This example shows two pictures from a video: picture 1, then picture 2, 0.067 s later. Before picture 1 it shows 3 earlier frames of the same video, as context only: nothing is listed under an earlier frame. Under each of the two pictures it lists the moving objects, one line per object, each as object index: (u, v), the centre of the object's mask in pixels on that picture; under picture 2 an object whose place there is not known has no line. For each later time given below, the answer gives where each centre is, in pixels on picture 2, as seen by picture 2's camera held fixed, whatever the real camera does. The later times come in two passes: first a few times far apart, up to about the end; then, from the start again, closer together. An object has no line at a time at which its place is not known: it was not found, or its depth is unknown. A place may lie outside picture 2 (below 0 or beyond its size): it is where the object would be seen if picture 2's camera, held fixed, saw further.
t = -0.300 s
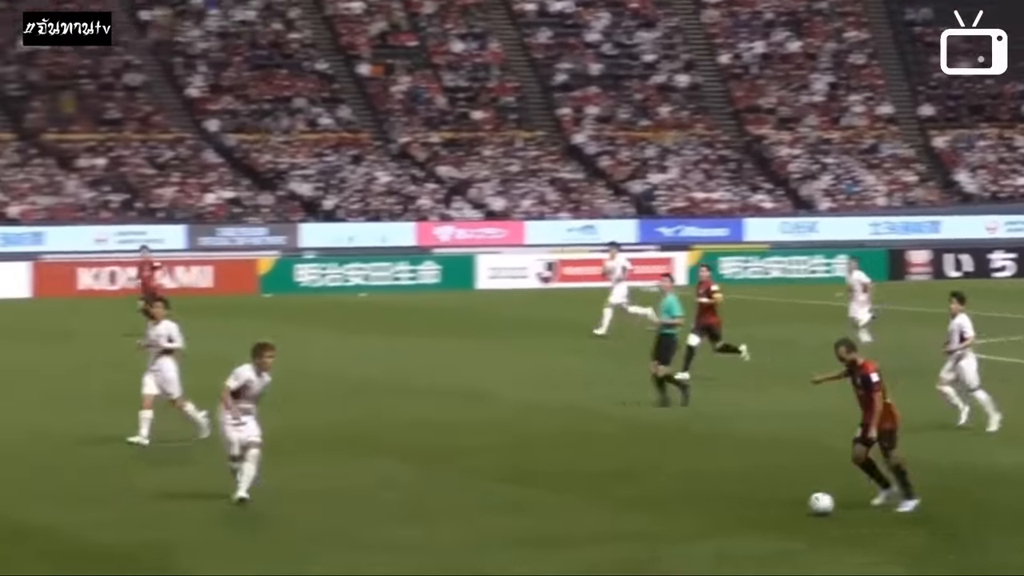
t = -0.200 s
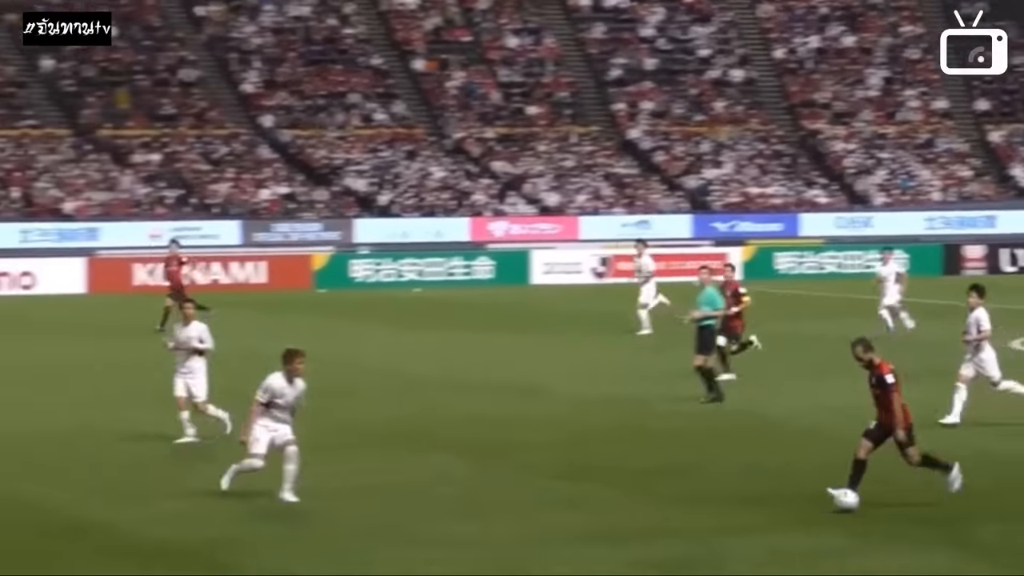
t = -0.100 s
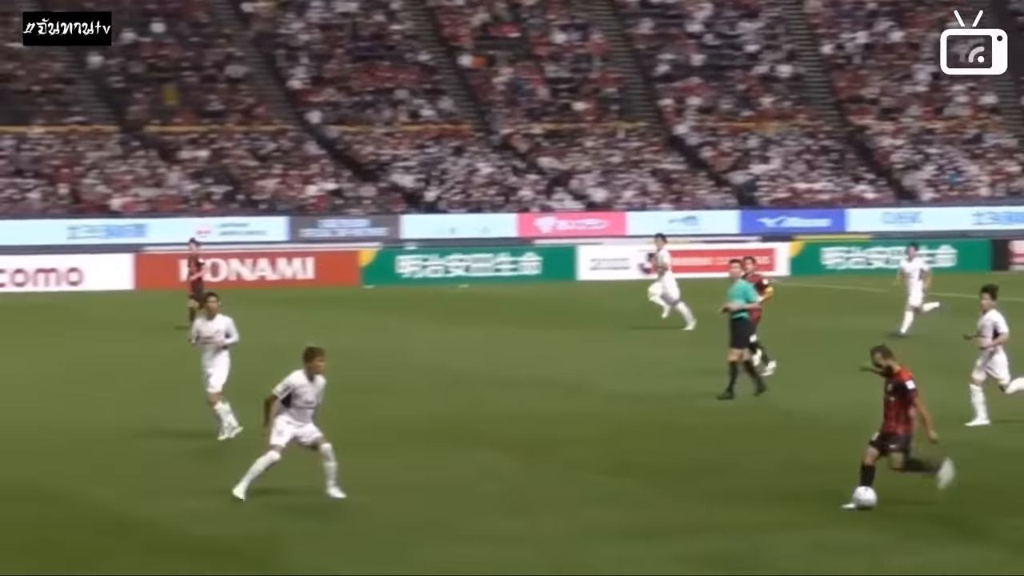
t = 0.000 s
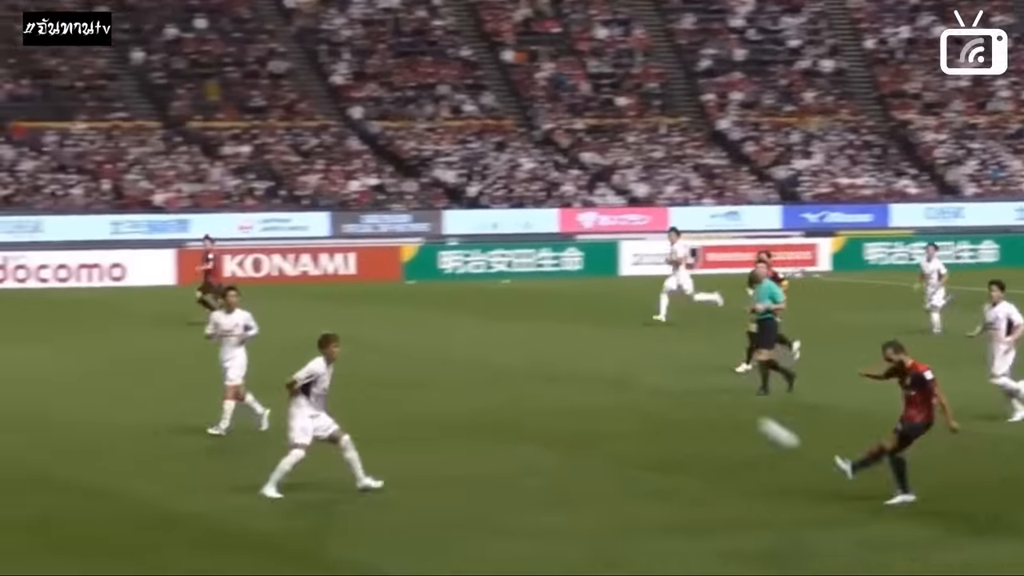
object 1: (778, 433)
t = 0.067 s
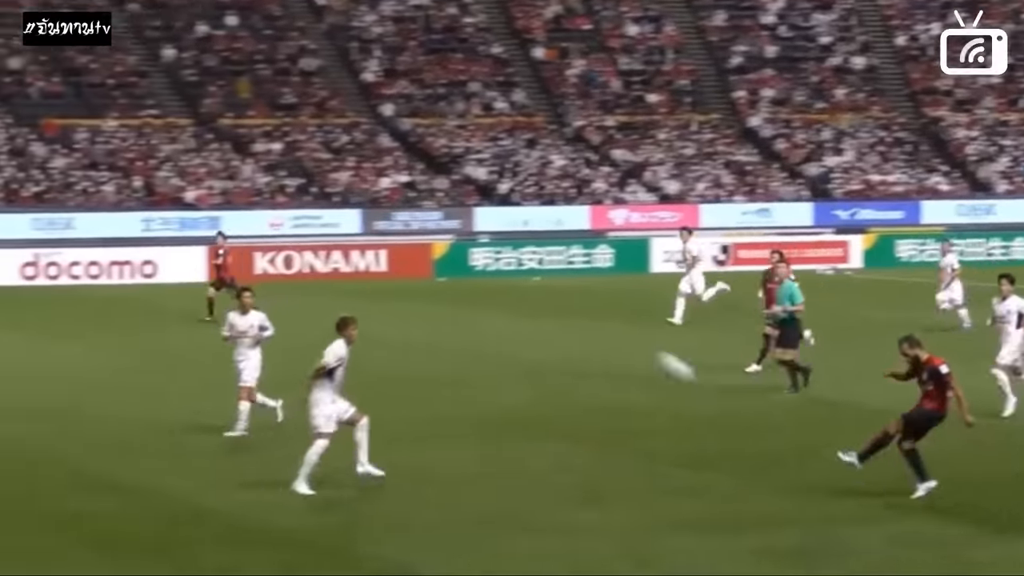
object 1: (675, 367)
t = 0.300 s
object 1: (265, 188)
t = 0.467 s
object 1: (17, 95)
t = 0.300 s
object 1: (265, 188)
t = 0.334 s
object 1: (213, 167)
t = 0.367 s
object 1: (161, 146)
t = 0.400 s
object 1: (112, 128)
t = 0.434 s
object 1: (64, 110)
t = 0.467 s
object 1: (17, 95)
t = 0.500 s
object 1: (-28, 80)
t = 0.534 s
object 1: (-73, 64)
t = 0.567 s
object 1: (-118, 51)
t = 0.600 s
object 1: (-161, 39)
